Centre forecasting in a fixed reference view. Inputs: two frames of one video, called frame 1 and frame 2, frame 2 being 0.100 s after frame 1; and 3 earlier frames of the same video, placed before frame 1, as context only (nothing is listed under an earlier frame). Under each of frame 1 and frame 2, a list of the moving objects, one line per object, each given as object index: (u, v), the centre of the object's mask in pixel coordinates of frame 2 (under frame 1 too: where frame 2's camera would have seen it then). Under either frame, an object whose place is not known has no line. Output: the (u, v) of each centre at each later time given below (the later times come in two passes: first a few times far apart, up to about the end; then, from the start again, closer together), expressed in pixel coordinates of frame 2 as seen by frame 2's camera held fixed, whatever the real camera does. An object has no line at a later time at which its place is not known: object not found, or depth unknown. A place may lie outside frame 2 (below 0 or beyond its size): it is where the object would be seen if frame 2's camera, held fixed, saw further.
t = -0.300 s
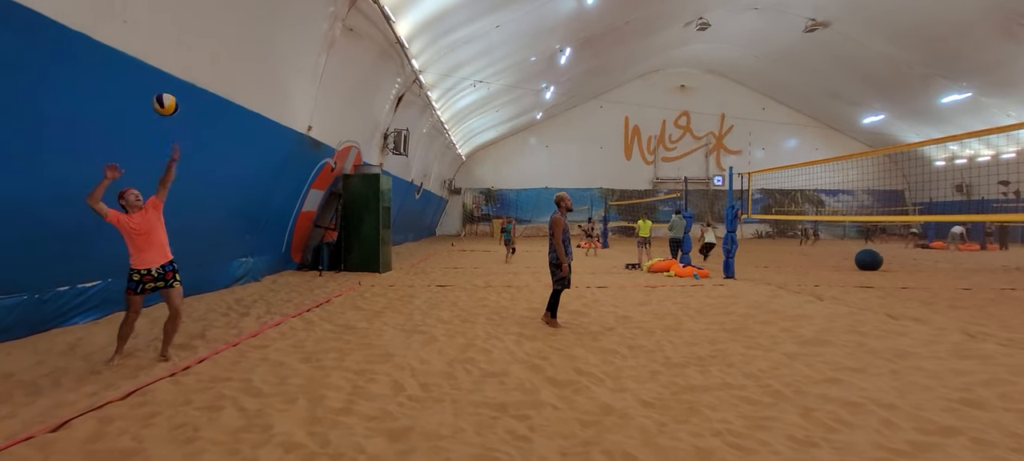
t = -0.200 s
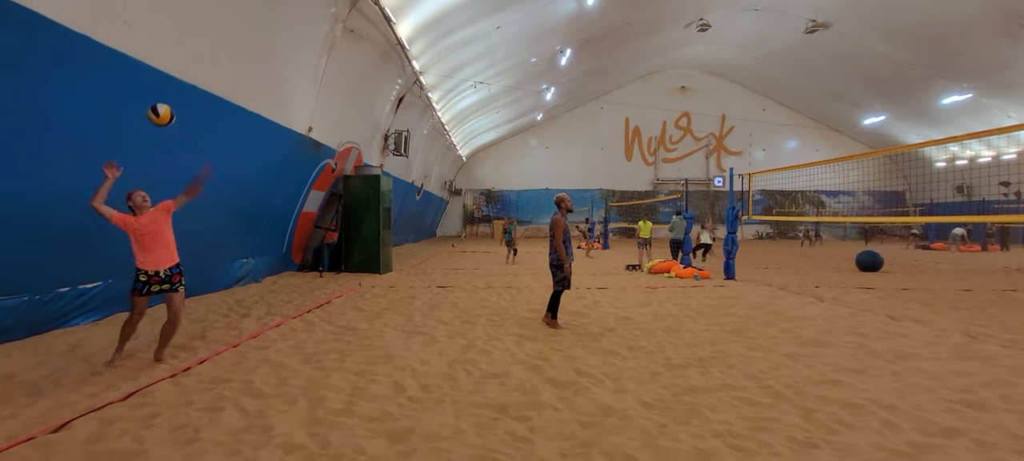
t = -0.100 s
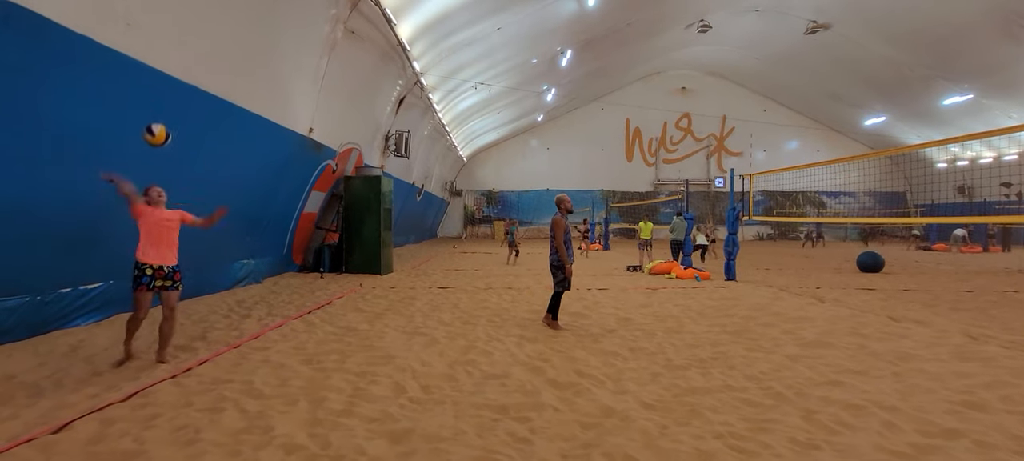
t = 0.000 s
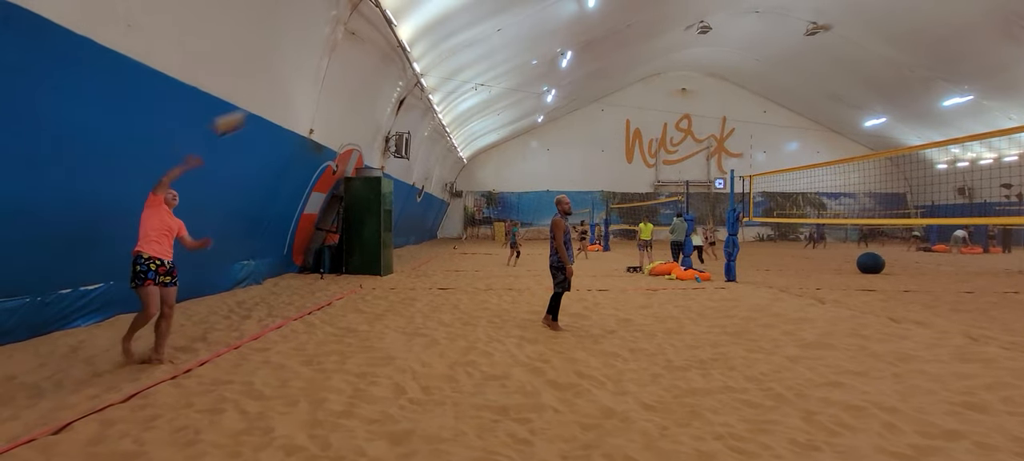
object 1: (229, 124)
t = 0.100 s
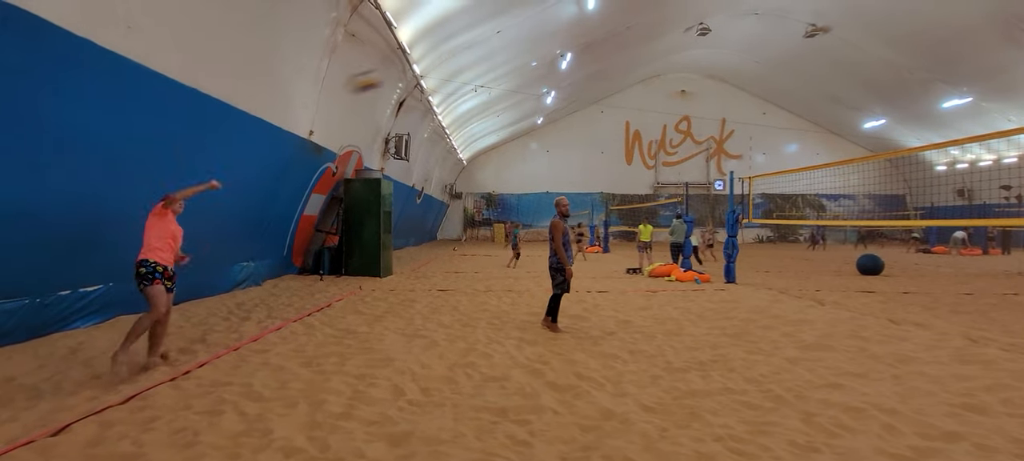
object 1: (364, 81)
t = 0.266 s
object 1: (576, 39)
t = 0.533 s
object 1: (875, 29)
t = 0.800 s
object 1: (1115, 86)
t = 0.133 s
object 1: (405, 70)
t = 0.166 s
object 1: (452, 58)
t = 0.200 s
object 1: (493, 50)
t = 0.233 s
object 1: (538, 43)
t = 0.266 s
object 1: (576, 39)
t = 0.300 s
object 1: (618, 31)
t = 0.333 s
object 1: (657, 27)
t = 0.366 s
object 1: (696, 26)
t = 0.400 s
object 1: (733, 24)
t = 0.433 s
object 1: (771, 24)
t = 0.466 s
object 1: (808, 27)
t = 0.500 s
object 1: (840, 26)
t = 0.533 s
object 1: (875, 29)
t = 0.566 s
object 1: (907, 33)
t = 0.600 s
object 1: (940, 37)
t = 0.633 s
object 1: (971, 42)
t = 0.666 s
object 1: (1003, 48)
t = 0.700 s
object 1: (1033, 56)
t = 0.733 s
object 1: (1060, 65)
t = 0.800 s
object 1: (1115, 86)
